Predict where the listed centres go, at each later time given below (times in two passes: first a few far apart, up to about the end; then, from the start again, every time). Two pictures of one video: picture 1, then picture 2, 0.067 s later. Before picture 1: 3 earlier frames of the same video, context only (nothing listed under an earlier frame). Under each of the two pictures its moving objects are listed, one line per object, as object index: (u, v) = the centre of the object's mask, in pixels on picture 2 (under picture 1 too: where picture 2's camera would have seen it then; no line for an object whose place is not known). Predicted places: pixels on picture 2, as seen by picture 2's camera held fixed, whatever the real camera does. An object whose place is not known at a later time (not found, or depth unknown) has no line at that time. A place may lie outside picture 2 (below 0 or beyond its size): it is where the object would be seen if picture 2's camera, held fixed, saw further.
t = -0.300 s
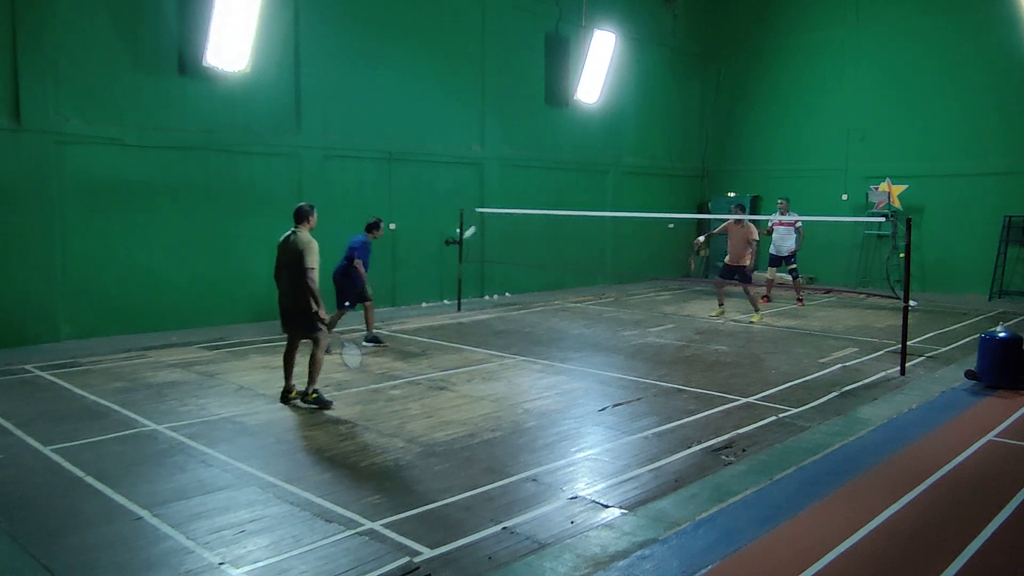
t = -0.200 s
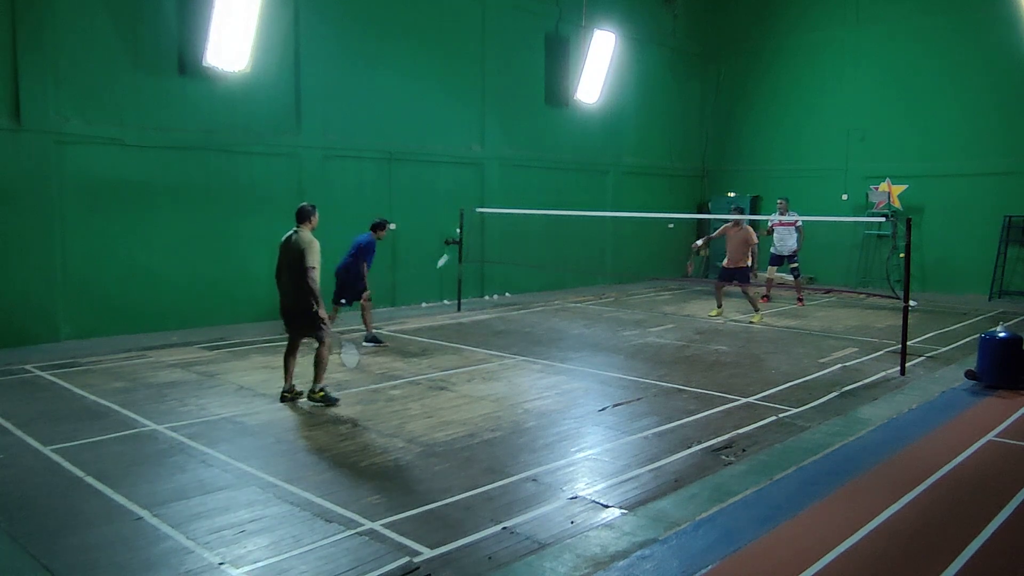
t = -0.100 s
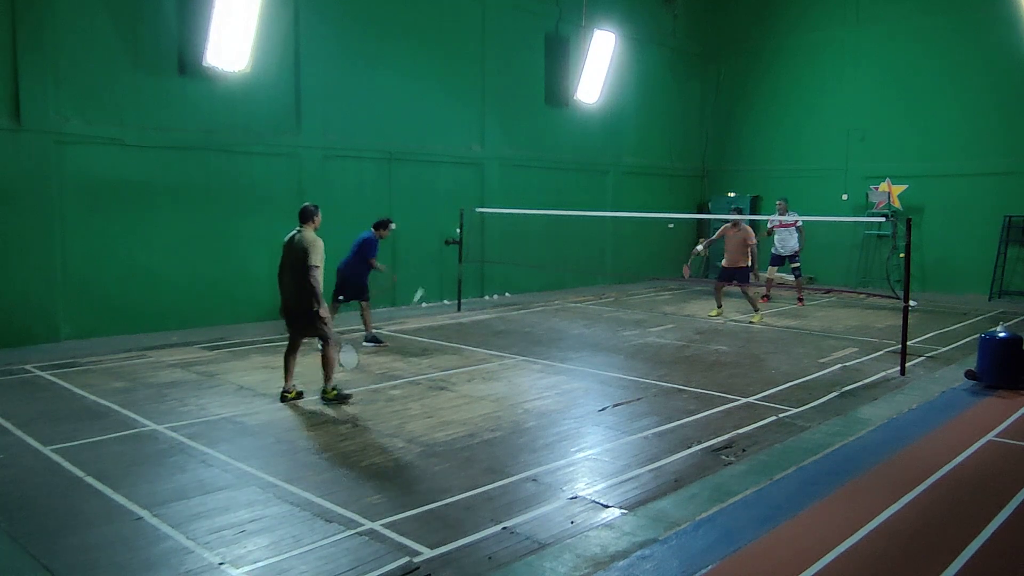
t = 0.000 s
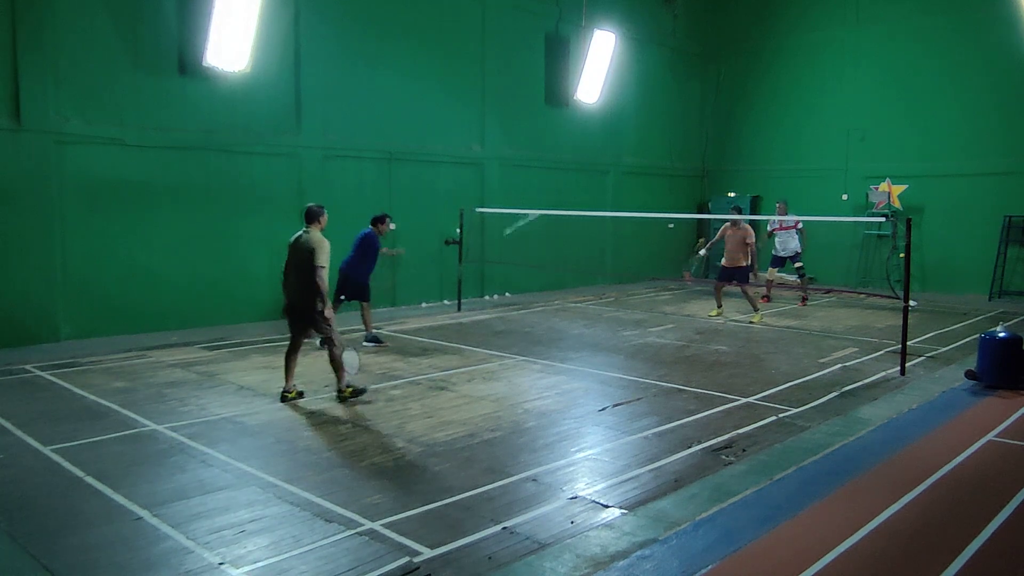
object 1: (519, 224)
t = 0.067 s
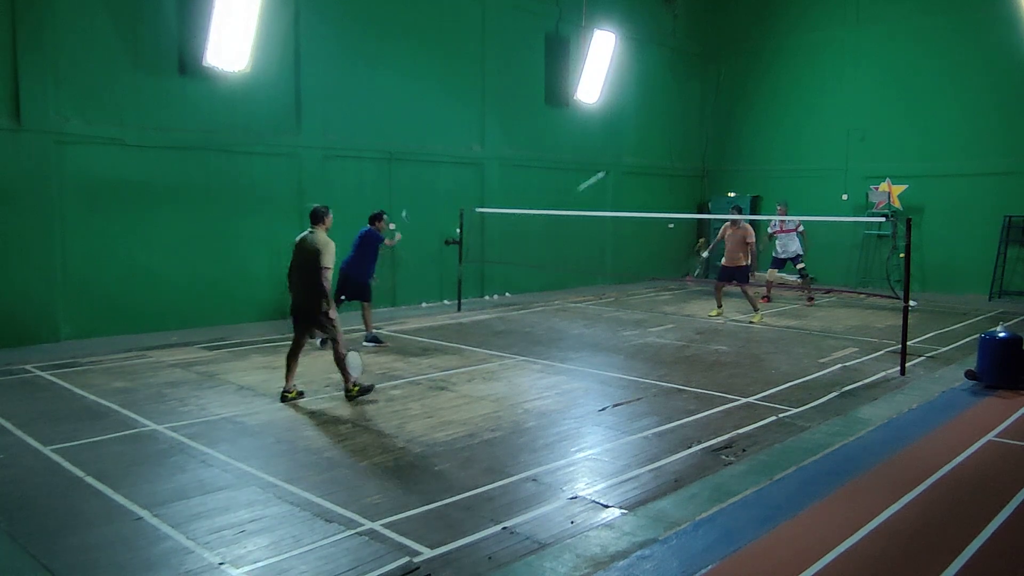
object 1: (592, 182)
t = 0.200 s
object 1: (684, 130)
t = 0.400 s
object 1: (775, 99)
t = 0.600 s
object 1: (838, 103)
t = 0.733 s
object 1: (870, 119)
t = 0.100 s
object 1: (618, 165)
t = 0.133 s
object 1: (642, 151)
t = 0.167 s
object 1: (664, 139)
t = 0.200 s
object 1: (684, 130)
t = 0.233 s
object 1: (702, 122)
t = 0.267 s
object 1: (719, 115)
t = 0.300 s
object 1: (735, 109)
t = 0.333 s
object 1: (749, 105)
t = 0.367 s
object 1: (763, 101)
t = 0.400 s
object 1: (775, 99)
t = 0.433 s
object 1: (787, 98)
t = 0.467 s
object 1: (798, 97)
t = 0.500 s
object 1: (809, 98)
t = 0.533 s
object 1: (819, 99)
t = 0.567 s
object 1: (829, 101)
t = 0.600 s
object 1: (838, 103)
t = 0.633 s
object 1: (846, 107)
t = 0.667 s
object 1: (854, 110)
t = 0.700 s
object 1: (863, 115)
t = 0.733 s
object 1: (870, 119)
